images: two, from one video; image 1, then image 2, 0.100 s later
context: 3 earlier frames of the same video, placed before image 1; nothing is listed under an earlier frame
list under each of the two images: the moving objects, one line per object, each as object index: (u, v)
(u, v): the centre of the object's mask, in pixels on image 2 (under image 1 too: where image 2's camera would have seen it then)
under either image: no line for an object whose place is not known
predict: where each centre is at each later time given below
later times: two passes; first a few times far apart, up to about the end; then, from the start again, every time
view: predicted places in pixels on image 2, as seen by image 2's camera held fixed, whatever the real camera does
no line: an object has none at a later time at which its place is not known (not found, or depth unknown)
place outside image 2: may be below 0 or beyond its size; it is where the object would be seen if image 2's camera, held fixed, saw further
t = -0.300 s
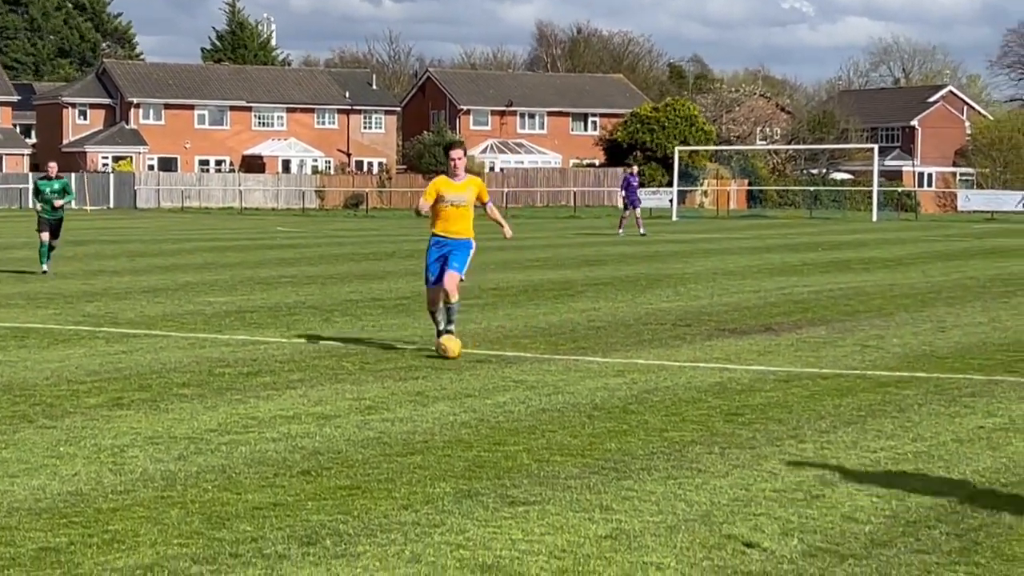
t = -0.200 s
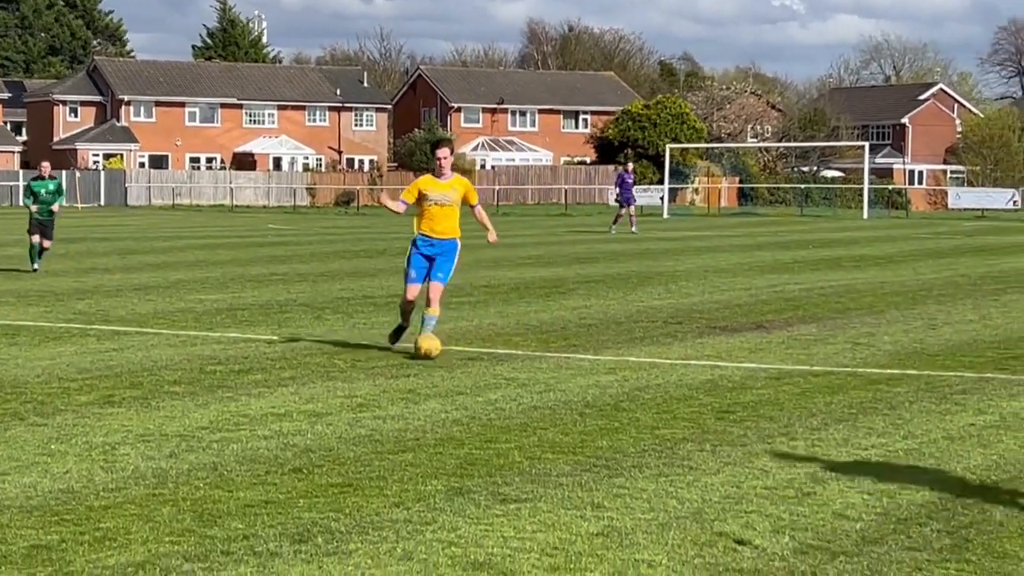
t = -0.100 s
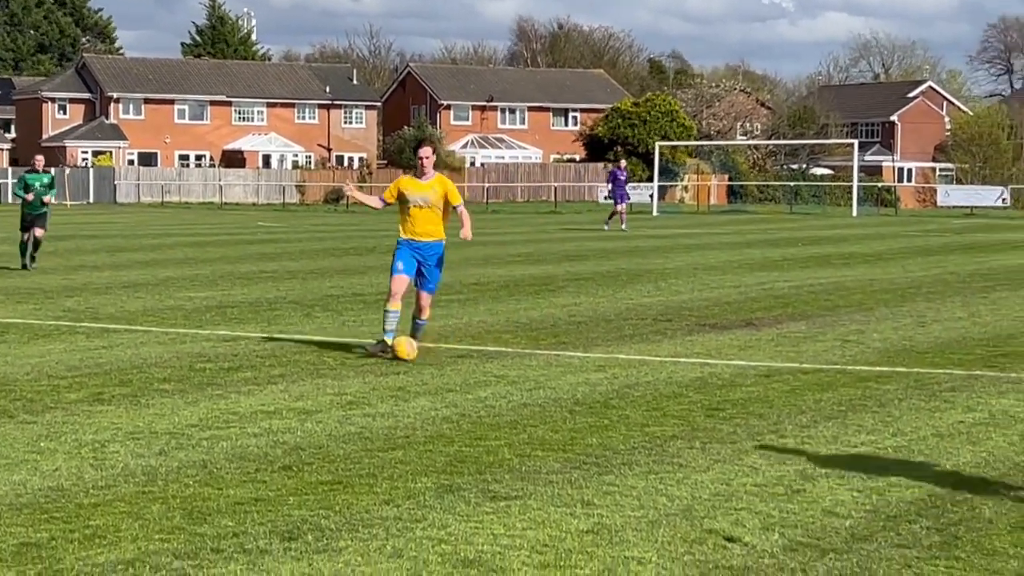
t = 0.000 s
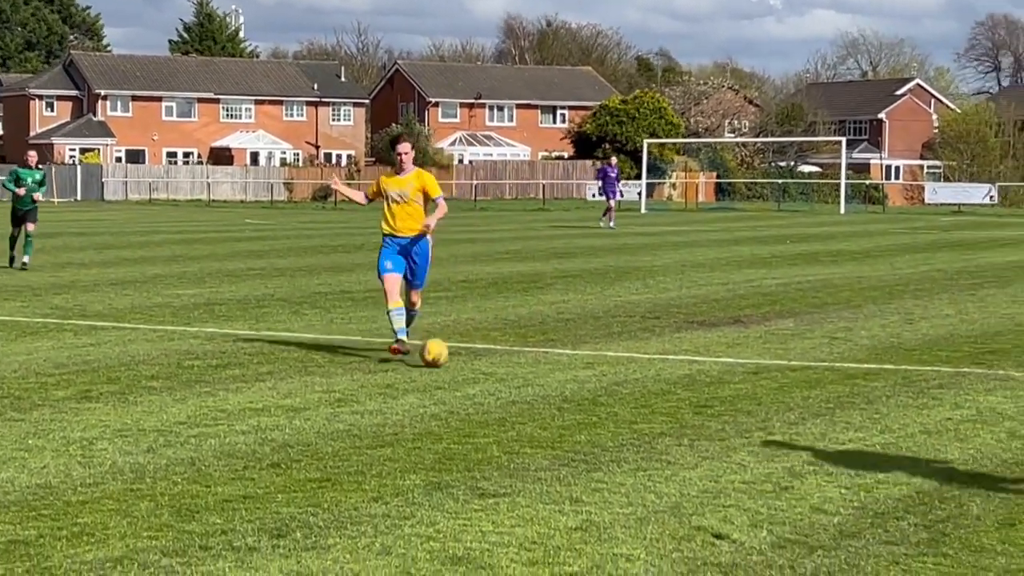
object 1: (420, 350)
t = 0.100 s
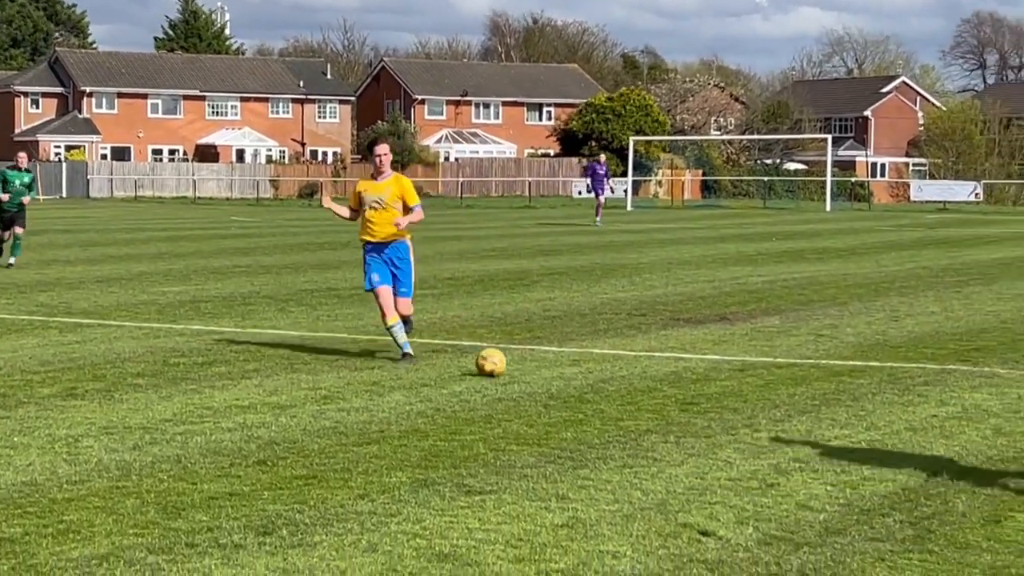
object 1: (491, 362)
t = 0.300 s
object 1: (630, 379)
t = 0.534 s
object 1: (782, 395)
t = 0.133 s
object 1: (515, 367)
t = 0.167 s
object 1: (537, 367)
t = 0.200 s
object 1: (559, 368)
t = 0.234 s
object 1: (582, 371)
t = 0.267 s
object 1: (605, 373)
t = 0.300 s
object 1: (630, 379)
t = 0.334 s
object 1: (656, 385)
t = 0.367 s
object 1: (678, 390)
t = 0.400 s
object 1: (698, 387)
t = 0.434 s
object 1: (718, 386)
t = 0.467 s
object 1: (739, 387)
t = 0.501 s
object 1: (760, 390)
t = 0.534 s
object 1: (782, 395)
